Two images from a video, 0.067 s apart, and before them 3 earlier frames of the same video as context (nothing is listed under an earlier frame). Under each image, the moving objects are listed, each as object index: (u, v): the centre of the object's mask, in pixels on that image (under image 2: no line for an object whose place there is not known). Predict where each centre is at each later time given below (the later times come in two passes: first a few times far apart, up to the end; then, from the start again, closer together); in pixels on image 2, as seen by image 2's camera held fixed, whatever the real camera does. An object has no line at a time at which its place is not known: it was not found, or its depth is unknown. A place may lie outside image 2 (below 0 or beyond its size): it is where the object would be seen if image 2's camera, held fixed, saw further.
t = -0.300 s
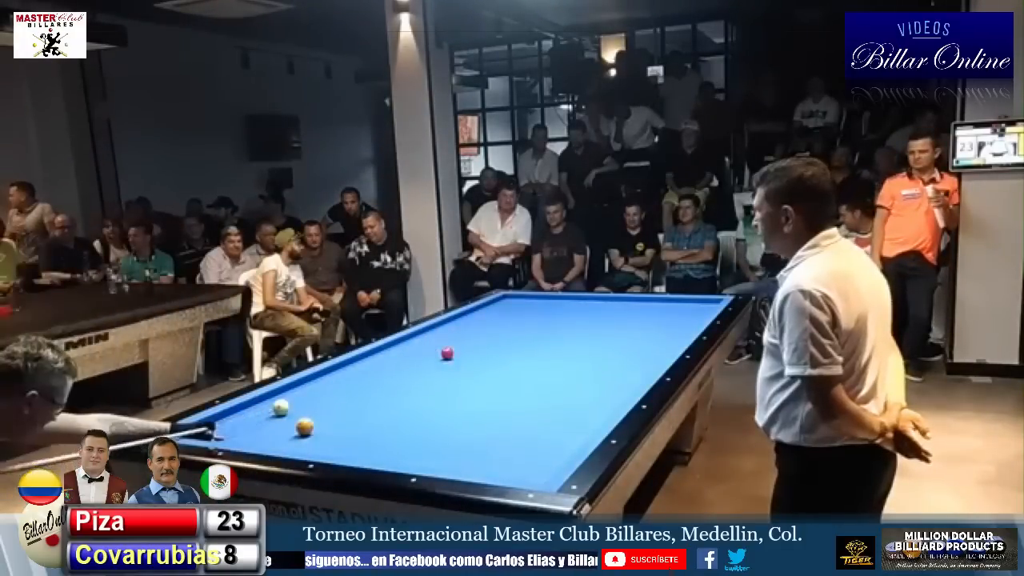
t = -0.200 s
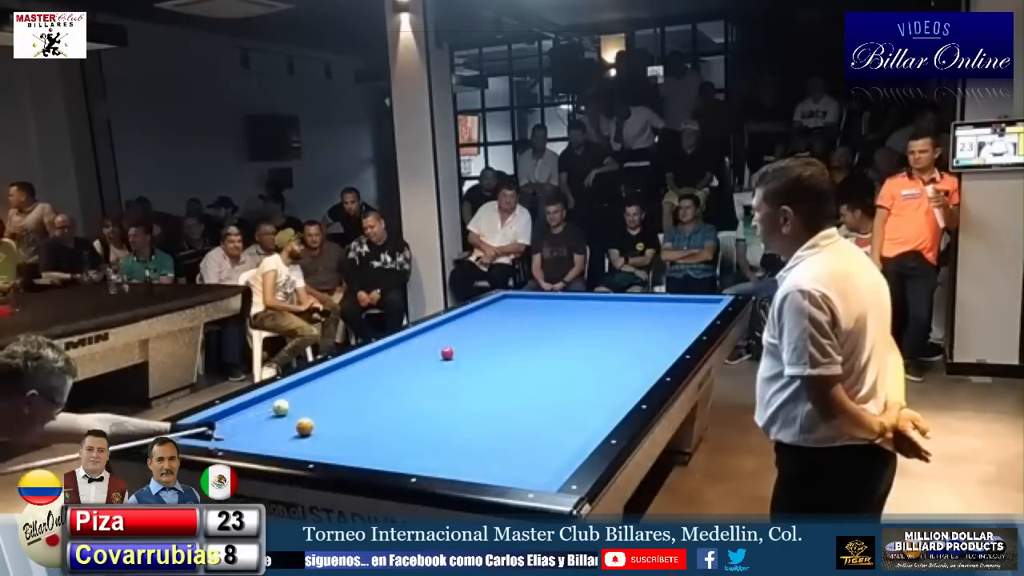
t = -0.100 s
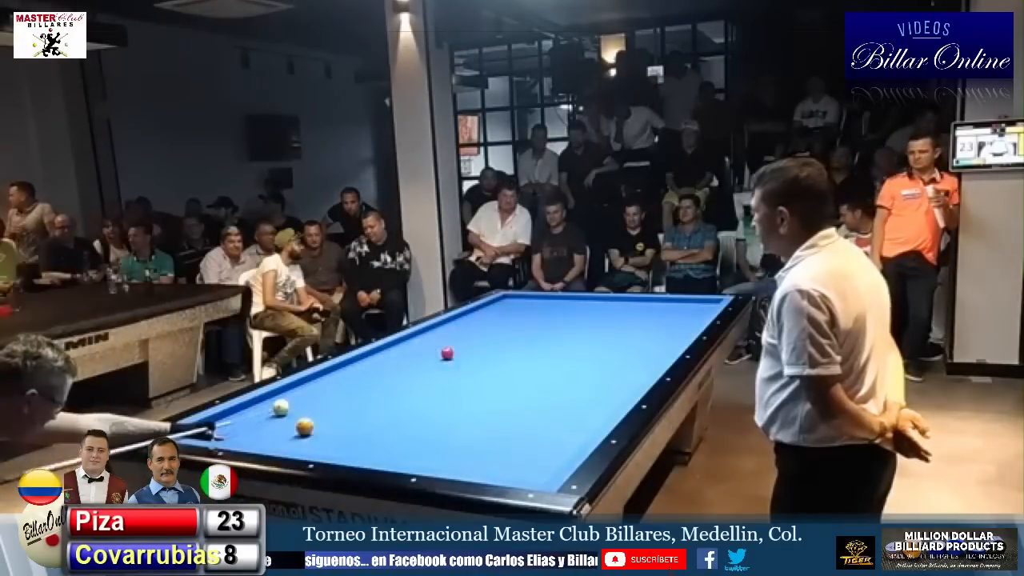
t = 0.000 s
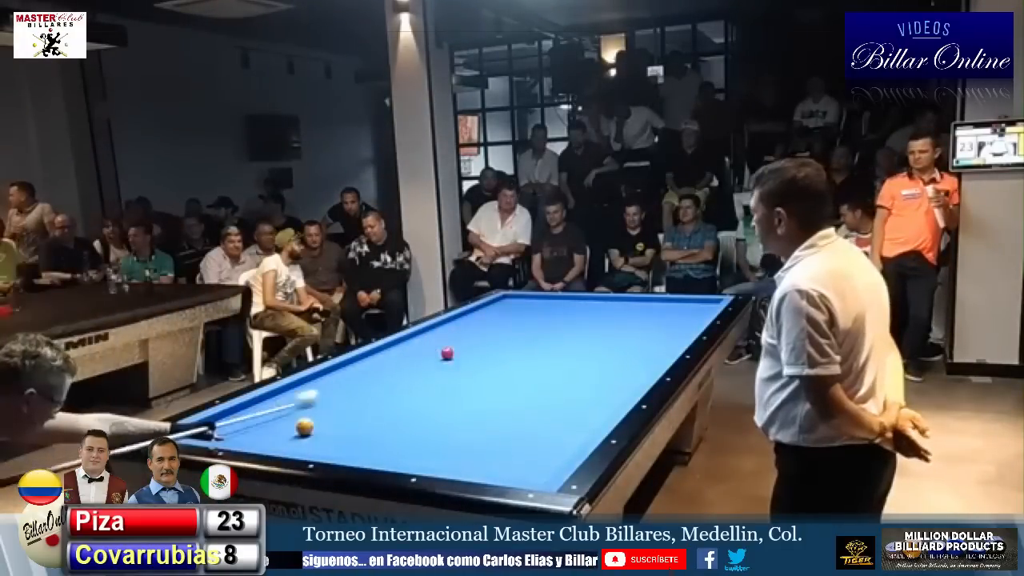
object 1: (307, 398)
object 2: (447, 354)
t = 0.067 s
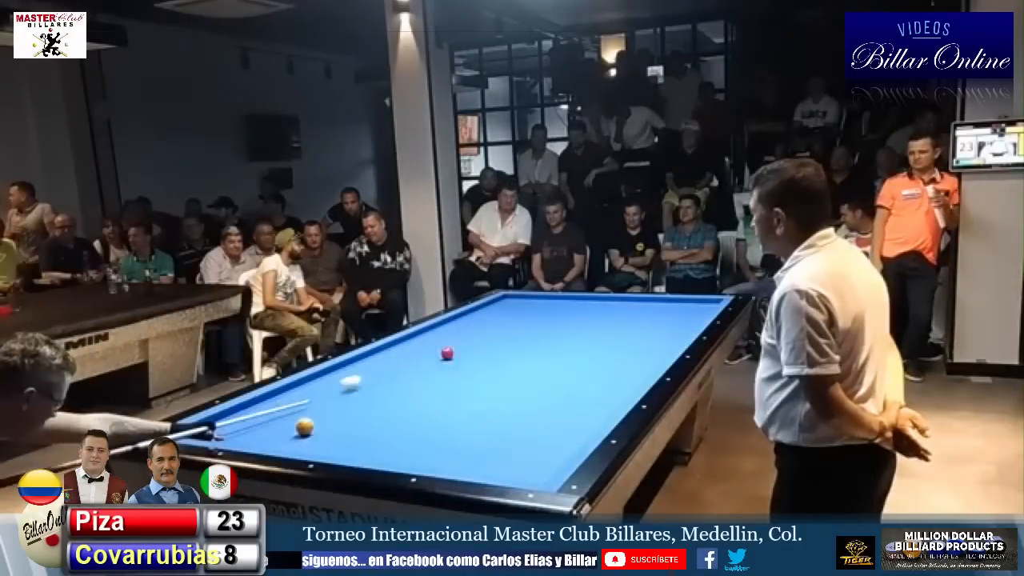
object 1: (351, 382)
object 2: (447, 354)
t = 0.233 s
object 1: (434, 354)
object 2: (451, 353)
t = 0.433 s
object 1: (427, 339)
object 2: (542, 340)
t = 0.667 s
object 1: (437, 326)
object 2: (625, 329)
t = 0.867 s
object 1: (474, 316)
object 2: (684, 321)
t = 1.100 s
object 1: (512, 306)
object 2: (677, 312)
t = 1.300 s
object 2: (661, 306)
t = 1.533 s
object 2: (644, 300)
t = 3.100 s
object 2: (456, 321)
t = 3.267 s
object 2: (457, 325)
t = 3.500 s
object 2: (461, 330)
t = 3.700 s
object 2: (464, 334)
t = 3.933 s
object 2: (467, 340)
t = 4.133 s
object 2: (471, 344)
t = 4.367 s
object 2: (475, 350)
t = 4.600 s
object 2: (479, 356)
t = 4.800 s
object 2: (483, 361)
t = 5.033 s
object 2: (488, 367)
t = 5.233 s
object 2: (492, 373)
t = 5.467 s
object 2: (497, 380)
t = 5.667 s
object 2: (501, 386)
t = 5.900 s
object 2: (506, 393)
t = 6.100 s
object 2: (511, 400)
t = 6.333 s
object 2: (516, 408)
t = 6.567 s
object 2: (523, 416)
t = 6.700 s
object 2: (526, 421)
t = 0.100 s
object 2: (447, 354)
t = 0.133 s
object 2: (447, 354)
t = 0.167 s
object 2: (447, 354)
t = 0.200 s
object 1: (423, 358)
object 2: (447, 354)
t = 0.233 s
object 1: (434, 354)
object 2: (451, 353)
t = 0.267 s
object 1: (432, 351)
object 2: (467, 351)
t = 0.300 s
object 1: (430, 349)
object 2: (483, 349)
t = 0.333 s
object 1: (429, 347)
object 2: (499, 347)
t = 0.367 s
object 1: (428, 344)
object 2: (514, 344)
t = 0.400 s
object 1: (427, 342)
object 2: (528, 342)
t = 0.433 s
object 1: (427, 339)
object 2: (542, 340)
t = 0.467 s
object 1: (427, 338)
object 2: (555, 339)
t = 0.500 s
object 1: (427, 336)
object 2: (568, 337)
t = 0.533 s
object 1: (427, 334)
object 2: (580, 336)
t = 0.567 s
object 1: (427, 332)
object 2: (592, 334)
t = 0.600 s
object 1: (428, 330)
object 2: (603, 332)
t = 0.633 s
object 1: (430, 328)
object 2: (614, 331)
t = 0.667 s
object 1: (437, 326)
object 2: (625, 329)
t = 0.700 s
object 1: (444, 324)
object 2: (634, 327)
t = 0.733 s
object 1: (451, 323)
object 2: (645, 327)
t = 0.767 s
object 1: (457, 321)
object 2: (655, 325)
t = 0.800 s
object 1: (463, 319)
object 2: (665, 324)
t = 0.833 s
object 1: (469, 318)
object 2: (675, 323)
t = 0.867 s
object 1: (474, 316)
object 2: (684, 321)
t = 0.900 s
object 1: (480, 314)
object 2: (693, 320)
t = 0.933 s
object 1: (485, 313)
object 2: (698, 318)
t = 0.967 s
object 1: (491, 312)
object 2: (694, 318)
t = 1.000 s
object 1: (496, 310)
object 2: (689, 316)
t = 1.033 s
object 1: (502, 309)
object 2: (685, 315)
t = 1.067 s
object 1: (506, 307)
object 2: (680, 313)
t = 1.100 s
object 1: (512, 306)
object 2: (677, 312)
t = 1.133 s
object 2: (673, 312)
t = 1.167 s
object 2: (670, 311)
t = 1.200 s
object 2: (668, 309)
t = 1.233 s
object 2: (665, 308)
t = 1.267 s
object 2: (663, 307)
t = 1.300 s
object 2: (661, 306)
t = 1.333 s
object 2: (658, 305)
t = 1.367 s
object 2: (656, 304)
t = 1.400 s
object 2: (654, 302)
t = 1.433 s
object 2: (651, 301)
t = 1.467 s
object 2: (649, 301)
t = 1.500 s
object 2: (646, 300)
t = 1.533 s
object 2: (644, 300)
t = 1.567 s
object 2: (637, 299)
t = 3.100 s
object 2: (456, 321)
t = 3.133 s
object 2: (456, 322)
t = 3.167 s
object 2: (455, 323)
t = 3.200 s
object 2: (456, 323)
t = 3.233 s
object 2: (456, 324)
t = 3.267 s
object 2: (457, 325)
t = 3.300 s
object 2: (458, 326)
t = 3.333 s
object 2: (458, 326)
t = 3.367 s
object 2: (459, 327)
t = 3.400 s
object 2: (459, 328)
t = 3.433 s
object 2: (460, 328)
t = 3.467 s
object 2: (460, 329)
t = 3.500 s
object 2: (461, 330)
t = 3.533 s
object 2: (461, 330)
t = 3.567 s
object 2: (462, 331)
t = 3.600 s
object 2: (462, 332)
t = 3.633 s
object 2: (463, 332)
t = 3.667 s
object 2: (463, 333)
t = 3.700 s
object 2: (464, 334)
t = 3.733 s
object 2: (464, 335)
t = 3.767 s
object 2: (465, 336)
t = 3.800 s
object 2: (465, 336)
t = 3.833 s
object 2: (466, 337)
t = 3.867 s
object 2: (467, 338)
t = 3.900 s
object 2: (467, 339)
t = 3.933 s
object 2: (467, 340)
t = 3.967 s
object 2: (468, 341)
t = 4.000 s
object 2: (469, 341)
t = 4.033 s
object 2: (469, 342)
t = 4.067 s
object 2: (470, 343)
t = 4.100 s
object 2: (470, 344)
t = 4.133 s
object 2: (471, 344)
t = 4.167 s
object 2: (472, 345)
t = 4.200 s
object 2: (472, 346)
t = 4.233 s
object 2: (472, 347)
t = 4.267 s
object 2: (473, 348)
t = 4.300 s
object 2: (473, 349)
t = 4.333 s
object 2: (474, 349)
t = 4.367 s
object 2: (475, 350)
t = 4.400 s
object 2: (475, 351)
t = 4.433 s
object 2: (476, 352)
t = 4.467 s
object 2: (477, 353)
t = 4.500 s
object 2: (477, 353)
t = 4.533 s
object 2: (478, 354)
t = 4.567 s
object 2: (478, 355)
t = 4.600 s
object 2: (479, 356)
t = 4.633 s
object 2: (480, 357)
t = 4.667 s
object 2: (480, 358)
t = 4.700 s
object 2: (481, 359)
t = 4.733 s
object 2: (481, 359)
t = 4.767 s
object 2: (482, 360)
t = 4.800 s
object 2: (483, 361)
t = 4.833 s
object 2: (483, 362)
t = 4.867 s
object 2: (484, 363)
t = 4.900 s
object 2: (485, 364)
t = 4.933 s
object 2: (486, 365)
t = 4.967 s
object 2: (486, 366)
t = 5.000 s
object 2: (487, 366)
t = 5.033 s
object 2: (488, 367)
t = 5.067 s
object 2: (488, 368)
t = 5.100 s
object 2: (489, 370)
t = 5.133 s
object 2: (490, 371)
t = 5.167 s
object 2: (490, 371)
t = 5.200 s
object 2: (491, 372)
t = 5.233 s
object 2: (492, 373)
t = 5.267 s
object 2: (492, 374)
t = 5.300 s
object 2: (493, 375)
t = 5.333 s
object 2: (494, 376)
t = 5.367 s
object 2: (494, 377)
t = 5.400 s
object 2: (495, 378)
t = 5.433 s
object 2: (496, 379)
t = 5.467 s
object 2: (497, 380)
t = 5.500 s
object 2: (497, 381)
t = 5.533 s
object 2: (498, 382)
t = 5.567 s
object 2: (499, 383)
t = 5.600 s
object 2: (499, 384)
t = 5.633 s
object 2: (500, 385)
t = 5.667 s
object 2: (501, 386)
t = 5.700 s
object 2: (502, 387)
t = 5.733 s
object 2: (502, 388)
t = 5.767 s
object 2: (503, 389)
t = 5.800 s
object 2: (504, 391)
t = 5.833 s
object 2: (505, 391)
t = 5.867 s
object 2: (506, 392)
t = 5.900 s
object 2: (506, 393)
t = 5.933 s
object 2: (507, 394)
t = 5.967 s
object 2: (508, 395)
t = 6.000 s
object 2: (509, 397)
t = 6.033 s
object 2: (510, 398)
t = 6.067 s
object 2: (510, 399)
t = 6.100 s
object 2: (511, 400)
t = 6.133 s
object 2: (512, 401)
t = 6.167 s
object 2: (513, 402)
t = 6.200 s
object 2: (514, 403)
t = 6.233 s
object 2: (515, 404)
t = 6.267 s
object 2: (516, 406)
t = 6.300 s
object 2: (516, 407)
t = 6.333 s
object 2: (516, 408)
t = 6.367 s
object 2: (517, 409)
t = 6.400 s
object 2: (518, 411)
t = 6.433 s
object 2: (519, 412)
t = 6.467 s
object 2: (520, 413)
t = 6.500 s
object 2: (521, 414)
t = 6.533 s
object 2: (522, 415)
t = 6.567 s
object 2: (523, 416)
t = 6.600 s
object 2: (523, 418)
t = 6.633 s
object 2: (525, 419)
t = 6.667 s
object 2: (526, 420)
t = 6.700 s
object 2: (526, 421)
